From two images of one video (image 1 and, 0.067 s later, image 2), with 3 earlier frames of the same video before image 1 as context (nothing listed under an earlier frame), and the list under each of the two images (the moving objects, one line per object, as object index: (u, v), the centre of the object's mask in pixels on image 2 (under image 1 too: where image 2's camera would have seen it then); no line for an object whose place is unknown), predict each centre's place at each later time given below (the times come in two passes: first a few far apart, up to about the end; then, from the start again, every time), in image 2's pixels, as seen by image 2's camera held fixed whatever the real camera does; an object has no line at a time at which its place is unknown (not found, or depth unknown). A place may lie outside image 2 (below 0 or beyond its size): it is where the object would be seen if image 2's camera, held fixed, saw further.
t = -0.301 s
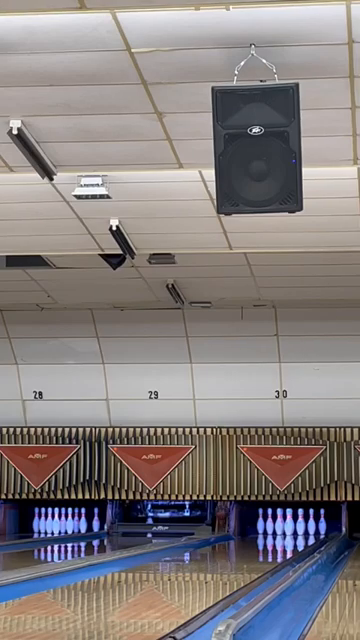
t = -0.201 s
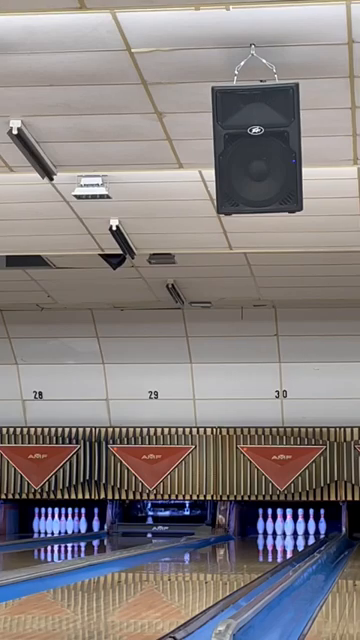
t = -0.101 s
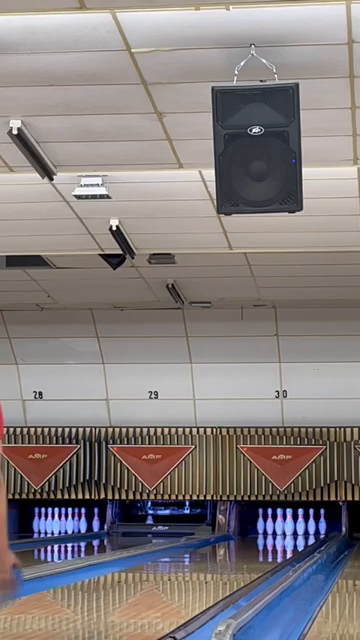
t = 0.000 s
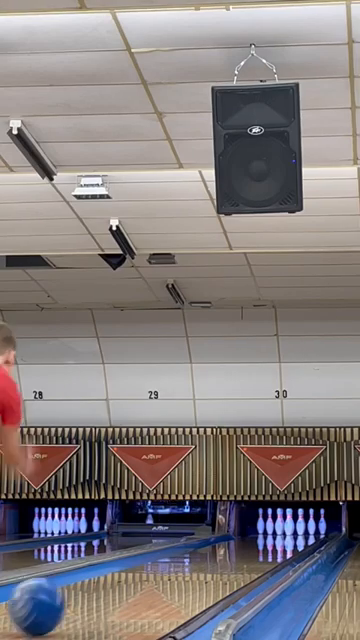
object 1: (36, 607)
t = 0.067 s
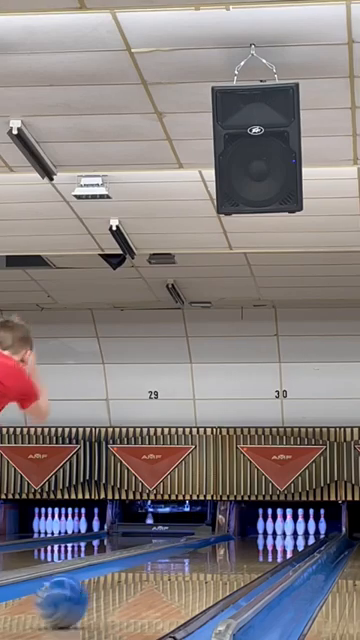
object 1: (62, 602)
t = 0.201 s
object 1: (104, 589)
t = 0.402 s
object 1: (151, 576)
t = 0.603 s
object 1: (187, 567)
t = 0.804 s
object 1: (215, 560)
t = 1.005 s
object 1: (237, 554)
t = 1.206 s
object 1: (254, 549)
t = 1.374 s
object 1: (265, 546)
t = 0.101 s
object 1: (74, 598)
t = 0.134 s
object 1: (84, 594)
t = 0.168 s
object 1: (94, 592)
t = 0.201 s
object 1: (104, 589)
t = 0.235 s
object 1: (113, 587)
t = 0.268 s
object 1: (121, 585)
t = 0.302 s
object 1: (130, 582)
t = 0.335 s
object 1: (137, 580)
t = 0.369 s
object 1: (145, 578)
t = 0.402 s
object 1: (151, 576)
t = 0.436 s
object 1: (158, 575)
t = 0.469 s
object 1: (165, 573)
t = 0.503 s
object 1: (170, 571)
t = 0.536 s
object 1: (176, 570)
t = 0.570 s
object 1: (182, 568)
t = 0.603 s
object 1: (187, 567)
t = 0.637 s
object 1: (192, 565)
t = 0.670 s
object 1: (197, 564)
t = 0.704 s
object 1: (201, 563)
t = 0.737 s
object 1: (206, 562)
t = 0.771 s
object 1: (210, 561)
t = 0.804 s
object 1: (215, 560)
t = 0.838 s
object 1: (219, 558)
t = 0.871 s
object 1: (222, 558)
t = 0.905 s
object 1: (226, 557)
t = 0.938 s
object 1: (230, 556)
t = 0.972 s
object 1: (233, 555)
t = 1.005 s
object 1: (237, 554)
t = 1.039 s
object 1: (240, 553)
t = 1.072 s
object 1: (242, 553)
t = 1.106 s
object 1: (245, 551)
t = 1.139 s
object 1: (248, 550)
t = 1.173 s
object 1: (251, 550)
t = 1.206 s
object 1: (254, 549)
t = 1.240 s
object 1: (256, 548)
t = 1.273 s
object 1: (259, 548)
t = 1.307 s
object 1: (261, 547)
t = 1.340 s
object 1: (263, 546)
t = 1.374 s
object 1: (265, 546)
